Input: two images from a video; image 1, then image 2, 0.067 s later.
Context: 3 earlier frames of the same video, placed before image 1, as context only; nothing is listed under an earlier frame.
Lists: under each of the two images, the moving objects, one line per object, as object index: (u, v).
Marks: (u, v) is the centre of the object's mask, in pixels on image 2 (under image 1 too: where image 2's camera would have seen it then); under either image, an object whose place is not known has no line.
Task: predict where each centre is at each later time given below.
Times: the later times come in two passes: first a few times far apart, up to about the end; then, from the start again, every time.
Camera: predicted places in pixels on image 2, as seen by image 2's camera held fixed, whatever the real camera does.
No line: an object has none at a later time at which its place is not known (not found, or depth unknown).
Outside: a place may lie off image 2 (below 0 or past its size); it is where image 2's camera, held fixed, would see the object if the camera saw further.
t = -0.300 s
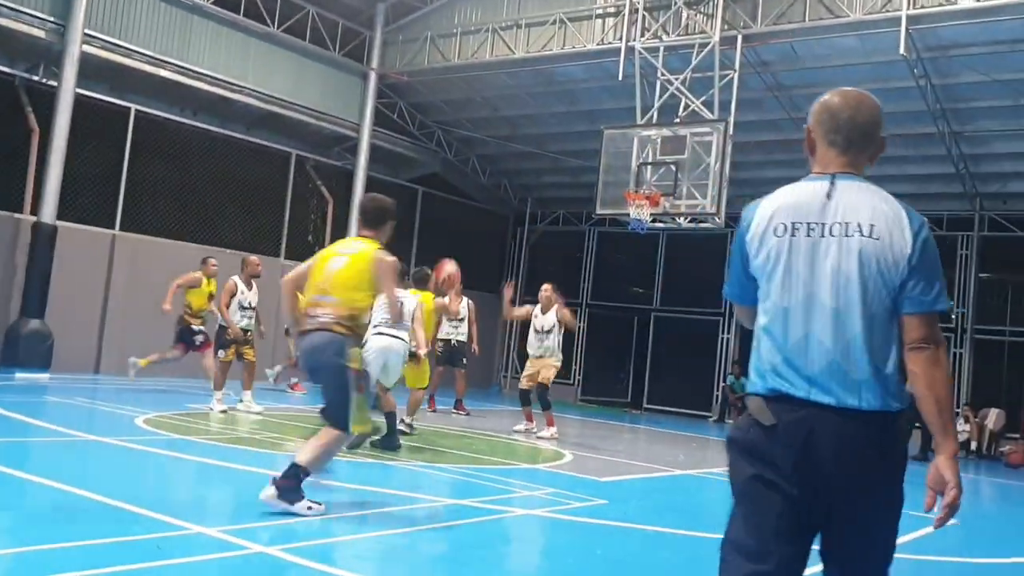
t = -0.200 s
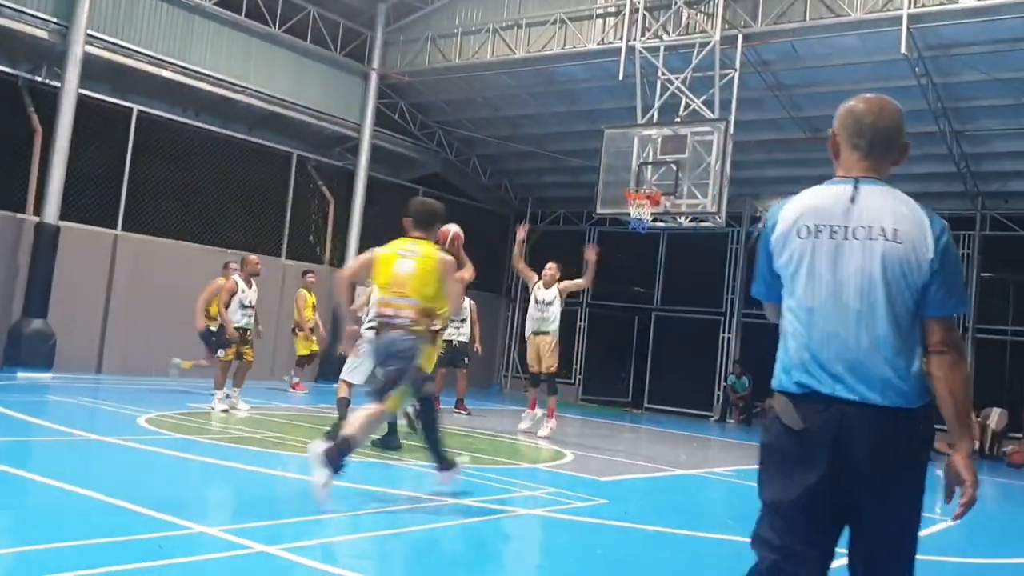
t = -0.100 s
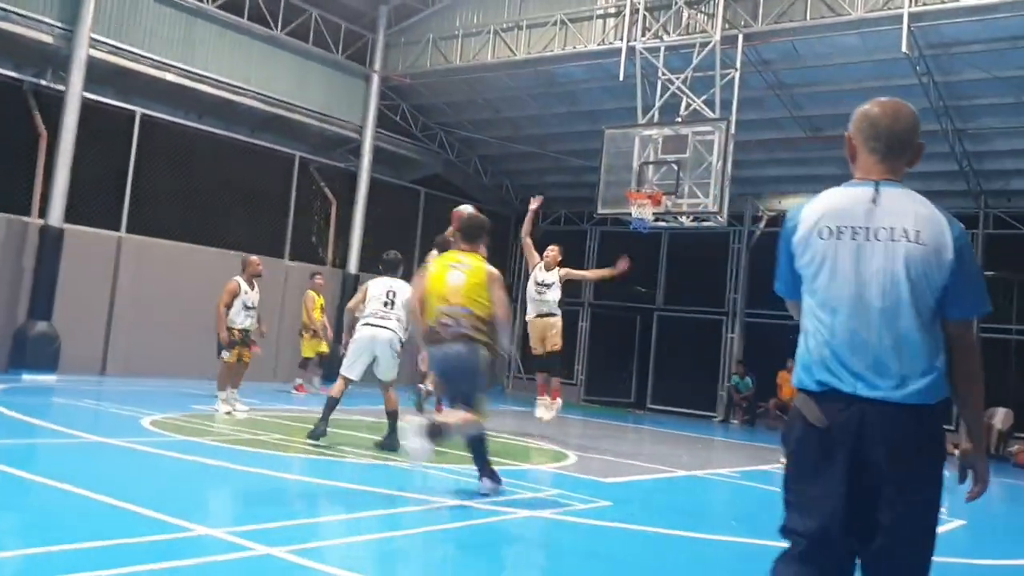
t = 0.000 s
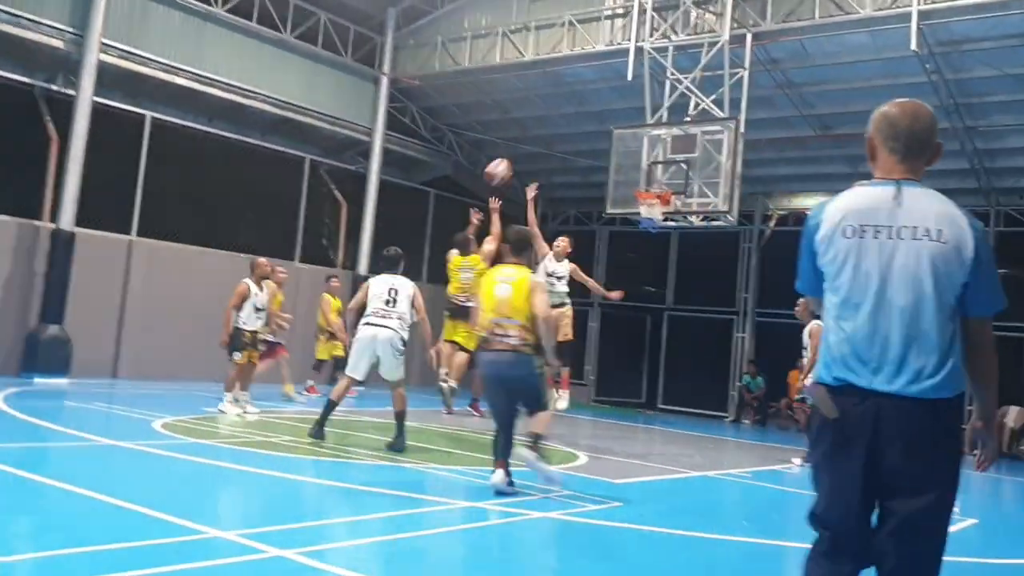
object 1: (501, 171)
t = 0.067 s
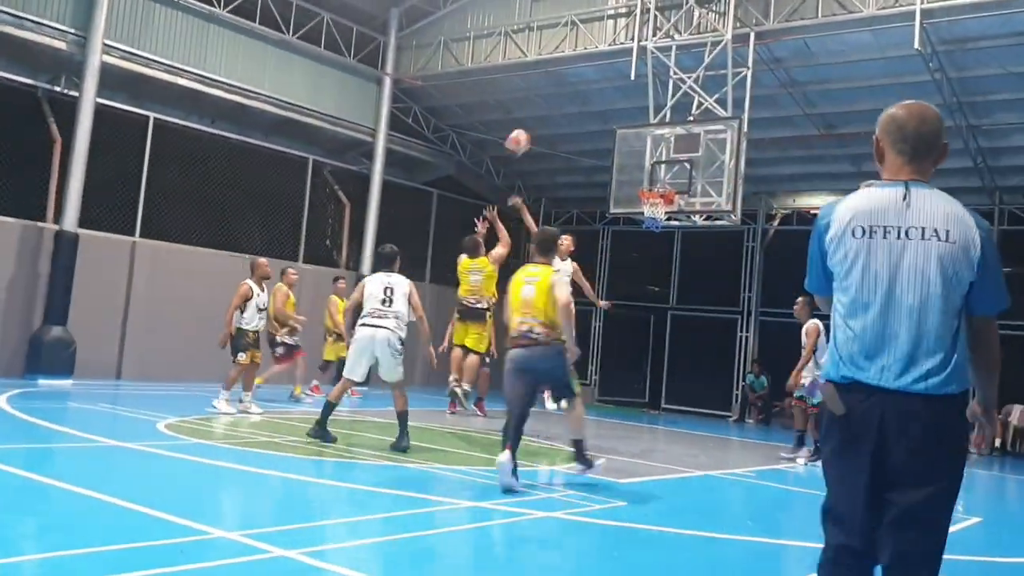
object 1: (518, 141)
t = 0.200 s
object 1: (548, 99)
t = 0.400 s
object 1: (587, 69)
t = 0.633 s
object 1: (621, 78)
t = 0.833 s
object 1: (644, 118)
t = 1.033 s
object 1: (655, 175)
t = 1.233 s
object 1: (660, 191)
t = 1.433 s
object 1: (652, 204)
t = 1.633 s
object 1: (641, 214)
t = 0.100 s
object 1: (526, 129)
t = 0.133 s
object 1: (534, 118)
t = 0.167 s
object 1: (541, 108)
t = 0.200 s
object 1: (548, 99)
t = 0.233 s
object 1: (555, 91)
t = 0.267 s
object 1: (562, 84)
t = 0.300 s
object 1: (569, 78)
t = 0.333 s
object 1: (575, 75)
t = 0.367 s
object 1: (581, 71)
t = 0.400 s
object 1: (587, 69)
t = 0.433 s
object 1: (593, 68)
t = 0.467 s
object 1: (598, 67)
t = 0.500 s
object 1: (603, 67)
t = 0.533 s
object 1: (607, 69)
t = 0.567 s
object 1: (612, 71)
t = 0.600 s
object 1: (617, 75)
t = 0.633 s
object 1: (621, 78)
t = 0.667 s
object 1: (626, 84)
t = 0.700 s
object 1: (630, 88)
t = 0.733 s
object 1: (634, 95)
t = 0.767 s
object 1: (637, 101)
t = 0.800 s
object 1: (641, 109)
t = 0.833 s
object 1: (644, 118)
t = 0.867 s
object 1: (648, 128)
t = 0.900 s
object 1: (651, 139)
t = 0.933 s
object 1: (655, 148)
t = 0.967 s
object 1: (659, 160)
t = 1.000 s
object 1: (658, 167)
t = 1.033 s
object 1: (655, 175)
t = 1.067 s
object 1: (651, 181)
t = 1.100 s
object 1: (650, 186)
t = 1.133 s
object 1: (648, 189)
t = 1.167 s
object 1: (651, 189)
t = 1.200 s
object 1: (659, 190)
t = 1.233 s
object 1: (660, 191)
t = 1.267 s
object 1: (660, 195)
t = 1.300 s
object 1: (659, 194)
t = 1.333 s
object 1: (662, 194)
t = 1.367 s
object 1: (657, 200)
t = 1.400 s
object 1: (654, 201)
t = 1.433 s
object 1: (652, 204)
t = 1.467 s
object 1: (650, 205)
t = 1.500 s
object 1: (647, 207)
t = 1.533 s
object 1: (644, 210)
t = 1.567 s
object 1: (643, 210)
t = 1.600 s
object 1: (641, 212)
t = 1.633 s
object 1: (641, 214)
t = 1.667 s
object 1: (642, 217)
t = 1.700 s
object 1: (642, 221)
